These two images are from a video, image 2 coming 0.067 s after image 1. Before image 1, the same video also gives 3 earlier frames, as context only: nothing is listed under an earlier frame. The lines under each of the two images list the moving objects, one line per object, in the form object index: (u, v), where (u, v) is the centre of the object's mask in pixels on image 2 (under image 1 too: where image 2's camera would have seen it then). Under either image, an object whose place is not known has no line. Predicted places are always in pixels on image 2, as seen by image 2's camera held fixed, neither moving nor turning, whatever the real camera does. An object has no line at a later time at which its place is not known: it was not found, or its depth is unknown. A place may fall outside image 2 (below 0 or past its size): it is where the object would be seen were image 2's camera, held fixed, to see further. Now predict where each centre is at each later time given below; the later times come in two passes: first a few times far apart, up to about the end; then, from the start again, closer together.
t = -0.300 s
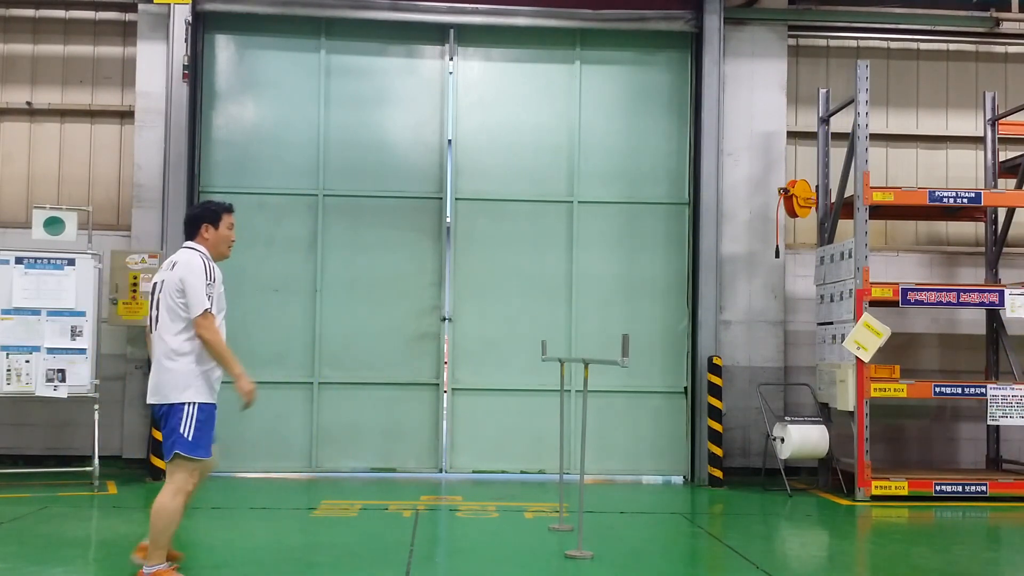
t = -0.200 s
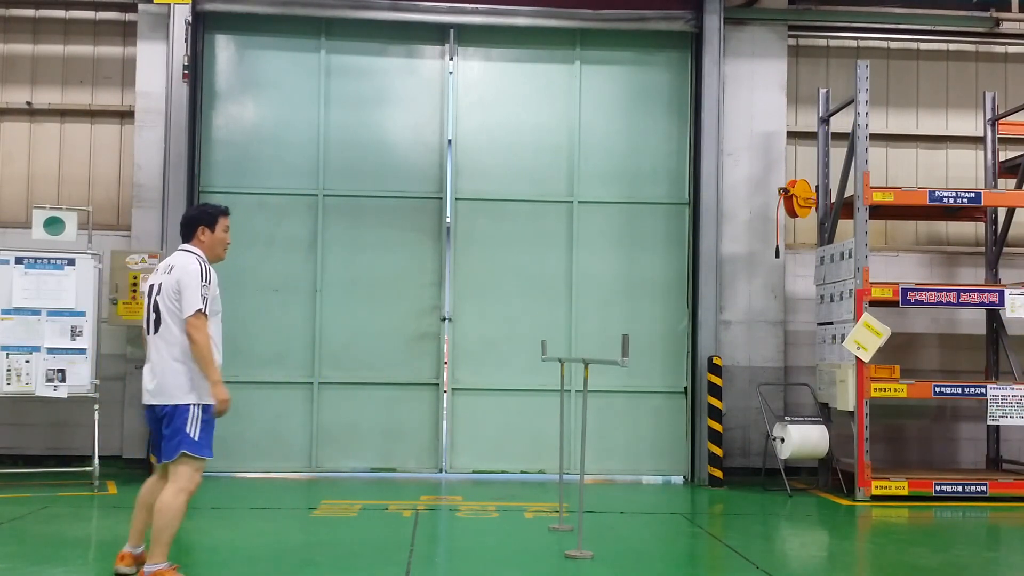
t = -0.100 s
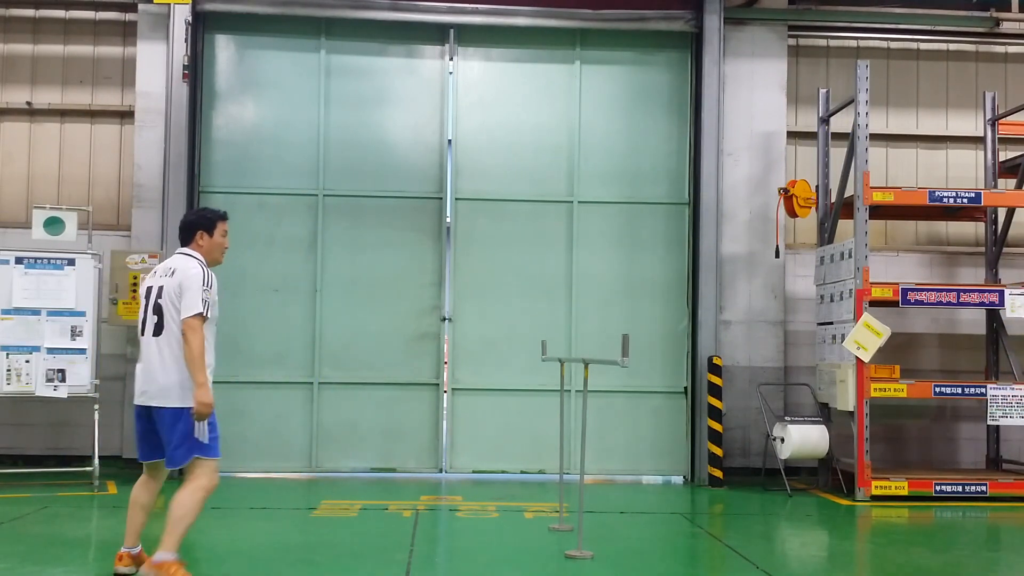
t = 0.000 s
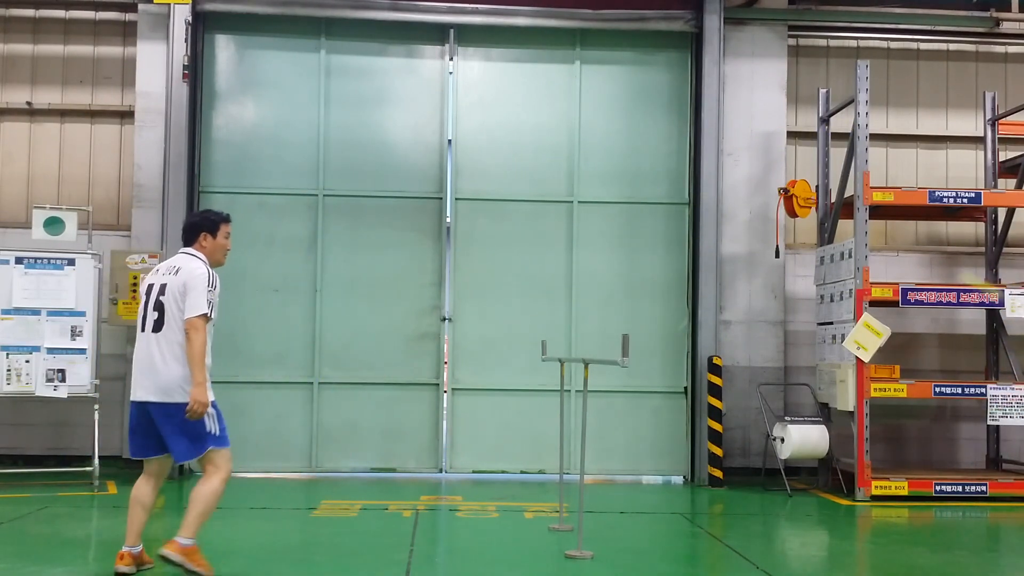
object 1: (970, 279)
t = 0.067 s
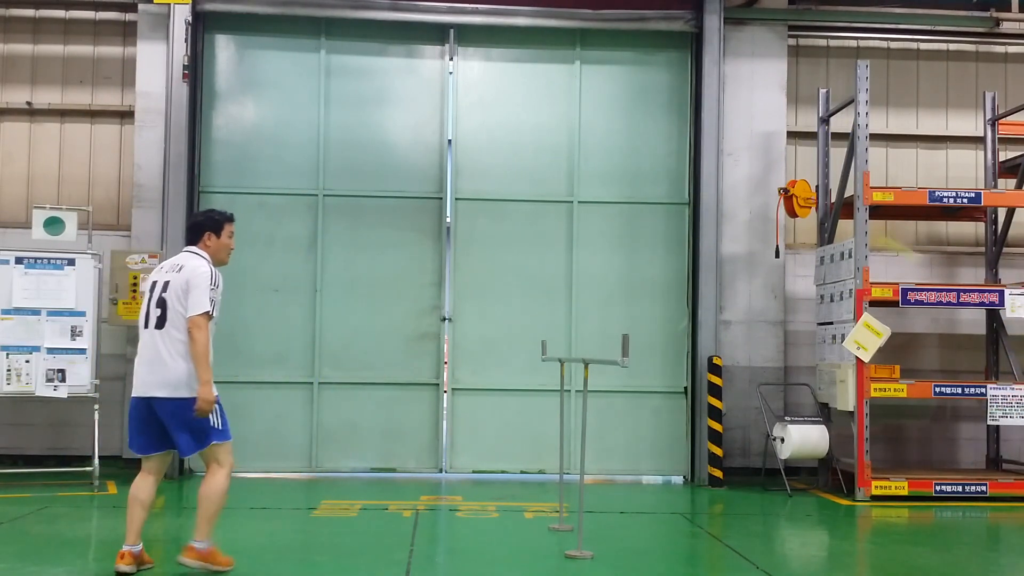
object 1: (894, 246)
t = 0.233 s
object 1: (729, 175)
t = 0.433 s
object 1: (568, 169)
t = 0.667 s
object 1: (415, 249)
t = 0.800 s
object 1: (342, 330)
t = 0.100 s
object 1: (861, 228)
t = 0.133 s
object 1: (830, 213)
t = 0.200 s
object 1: (762, 185)
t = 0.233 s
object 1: (729, 175)
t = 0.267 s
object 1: (701, 169)
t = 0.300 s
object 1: (673, 164)
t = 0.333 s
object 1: (646, 163)
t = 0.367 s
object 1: (619, 163)
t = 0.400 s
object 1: (593, 165)
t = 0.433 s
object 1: (568, 169)
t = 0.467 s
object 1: (543, 176)
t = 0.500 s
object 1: (521, 184)
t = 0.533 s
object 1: (497, 194)
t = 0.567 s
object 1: (475, 206)
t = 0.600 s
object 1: (455, 219)
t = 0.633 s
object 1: (435, 233)
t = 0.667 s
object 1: (415, 249)
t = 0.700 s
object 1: (396, 268)
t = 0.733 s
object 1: (377, 287)
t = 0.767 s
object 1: (359, 308)
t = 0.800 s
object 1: (342, 330)
